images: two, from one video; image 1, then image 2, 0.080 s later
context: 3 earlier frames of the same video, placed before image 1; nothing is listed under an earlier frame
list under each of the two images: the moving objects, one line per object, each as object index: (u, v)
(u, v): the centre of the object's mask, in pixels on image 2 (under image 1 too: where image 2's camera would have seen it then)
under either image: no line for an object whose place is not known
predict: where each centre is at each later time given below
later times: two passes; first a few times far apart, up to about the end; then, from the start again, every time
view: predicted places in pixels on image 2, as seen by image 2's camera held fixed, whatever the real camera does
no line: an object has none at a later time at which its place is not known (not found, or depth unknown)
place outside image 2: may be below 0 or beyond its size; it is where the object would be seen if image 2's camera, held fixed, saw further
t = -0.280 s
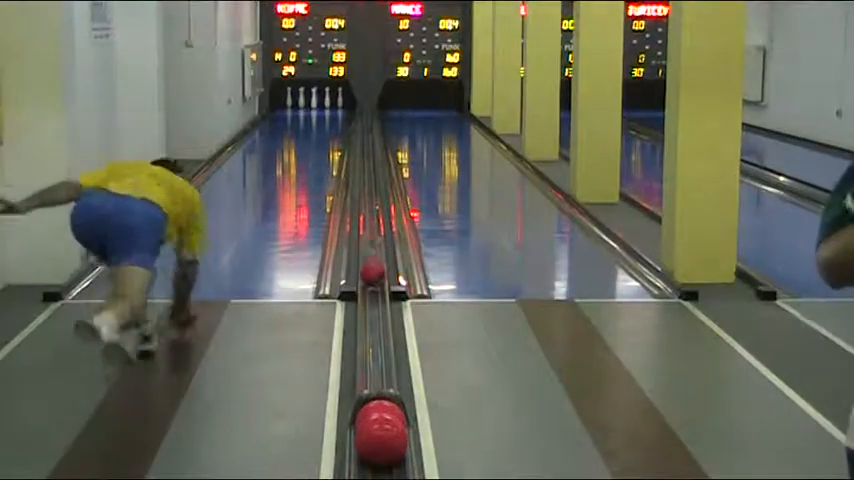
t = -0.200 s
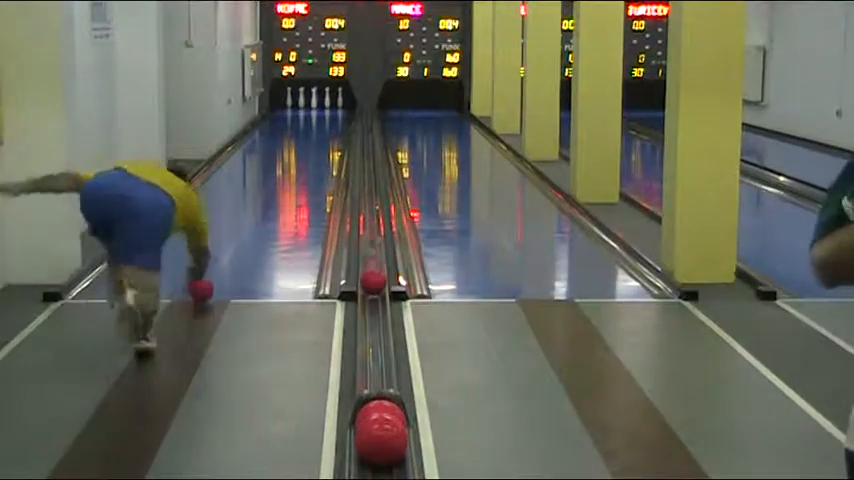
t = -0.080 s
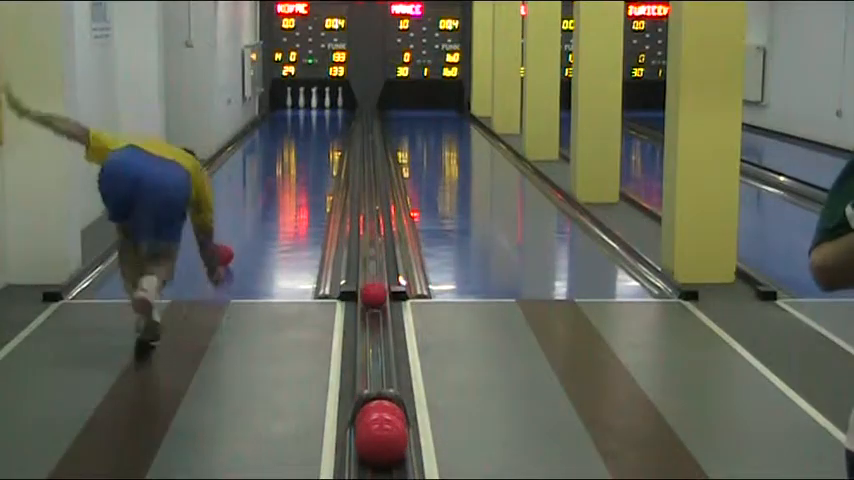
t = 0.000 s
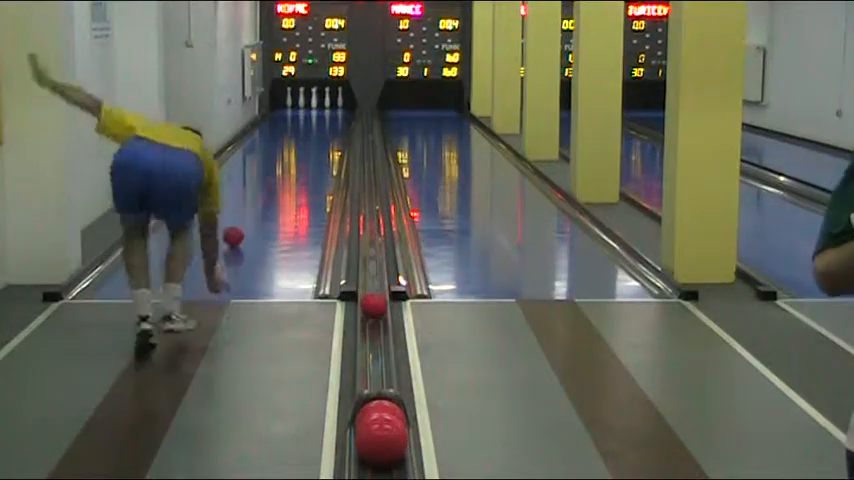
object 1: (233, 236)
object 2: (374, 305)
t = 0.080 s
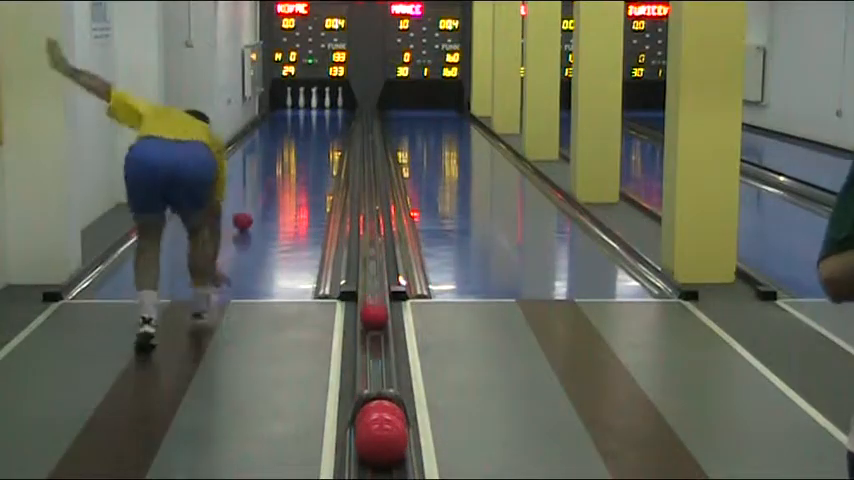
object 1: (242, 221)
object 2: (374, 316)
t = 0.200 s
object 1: (254, 201)
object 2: (375, 331)
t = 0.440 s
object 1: (271, 173)
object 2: (377, 372)
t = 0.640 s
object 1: (283, 155)
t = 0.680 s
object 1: (284, 152)
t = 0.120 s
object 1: (246, 214)
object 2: (374, 322)
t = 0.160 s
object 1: (250, 208)
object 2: (375, 326)
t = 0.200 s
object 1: (254, 201)
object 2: (375, 331)
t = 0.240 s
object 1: (257, 195)
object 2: (376, 339)
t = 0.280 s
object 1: (260, 191)
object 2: (376, 344)
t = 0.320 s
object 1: (264, 185)
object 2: (376, 351)
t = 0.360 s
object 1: (265, 181)
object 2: (377, 358)
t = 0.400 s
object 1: (267, 178)
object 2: (376, 366)
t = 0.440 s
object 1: (271, 173)
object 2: (377, 372)
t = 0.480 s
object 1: (274, 168)
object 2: (377, 377)
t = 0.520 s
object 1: (277, 165)
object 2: (377, 381)
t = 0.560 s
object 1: (278, 162)
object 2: (376, 383)
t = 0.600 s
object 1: (281, 159)
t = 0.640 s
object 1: (283, 155)
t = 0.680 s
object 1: (284, 152)
